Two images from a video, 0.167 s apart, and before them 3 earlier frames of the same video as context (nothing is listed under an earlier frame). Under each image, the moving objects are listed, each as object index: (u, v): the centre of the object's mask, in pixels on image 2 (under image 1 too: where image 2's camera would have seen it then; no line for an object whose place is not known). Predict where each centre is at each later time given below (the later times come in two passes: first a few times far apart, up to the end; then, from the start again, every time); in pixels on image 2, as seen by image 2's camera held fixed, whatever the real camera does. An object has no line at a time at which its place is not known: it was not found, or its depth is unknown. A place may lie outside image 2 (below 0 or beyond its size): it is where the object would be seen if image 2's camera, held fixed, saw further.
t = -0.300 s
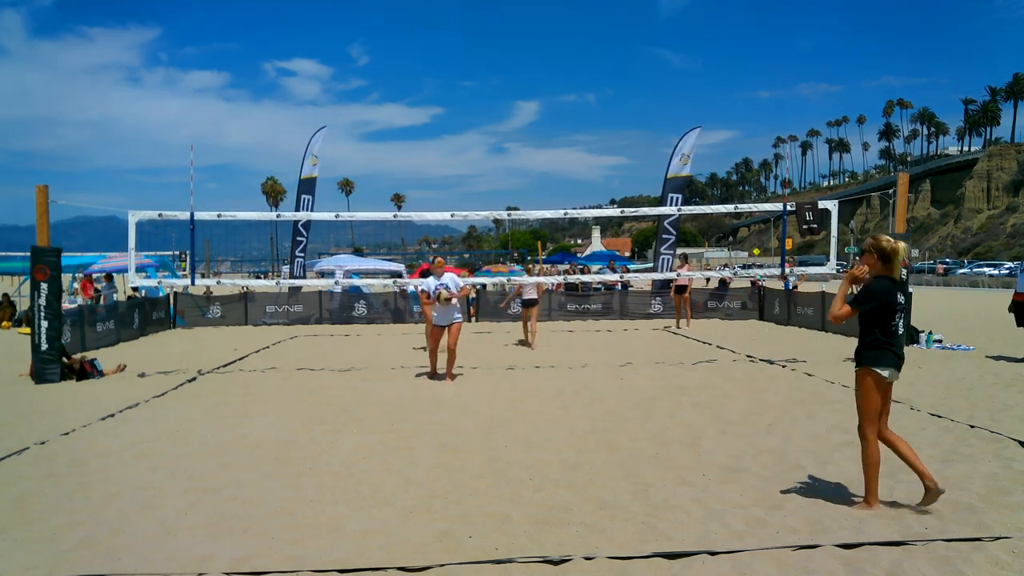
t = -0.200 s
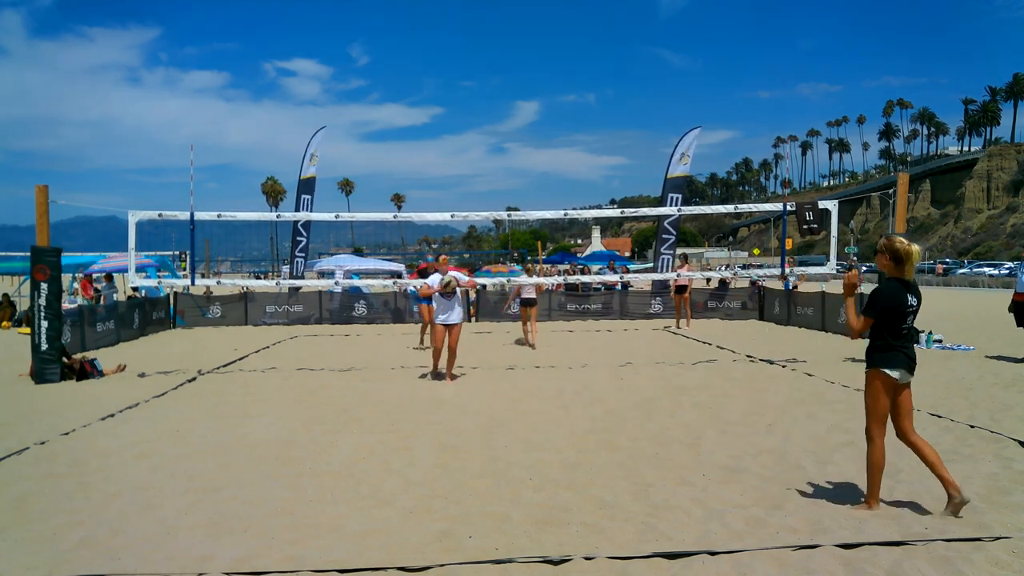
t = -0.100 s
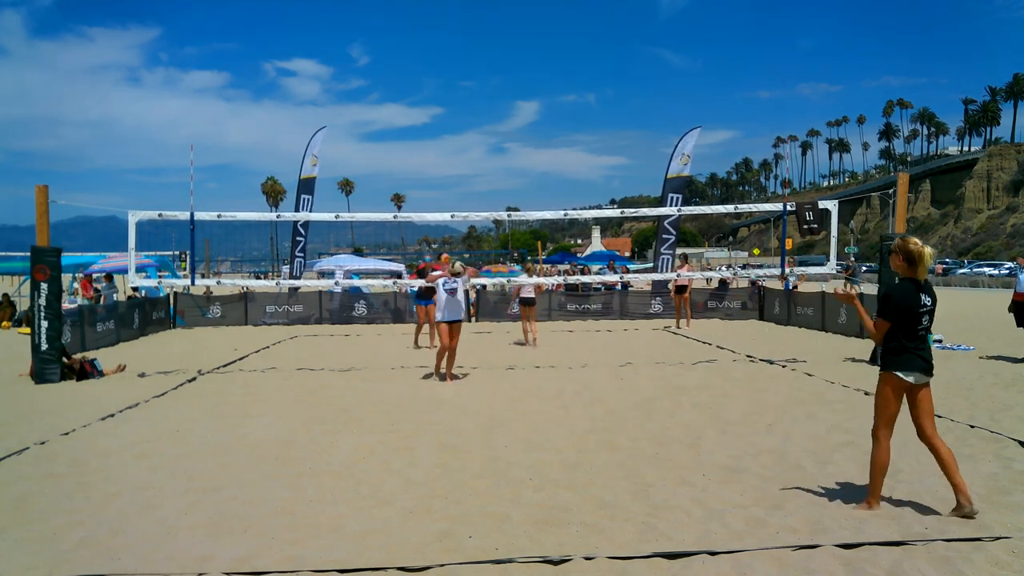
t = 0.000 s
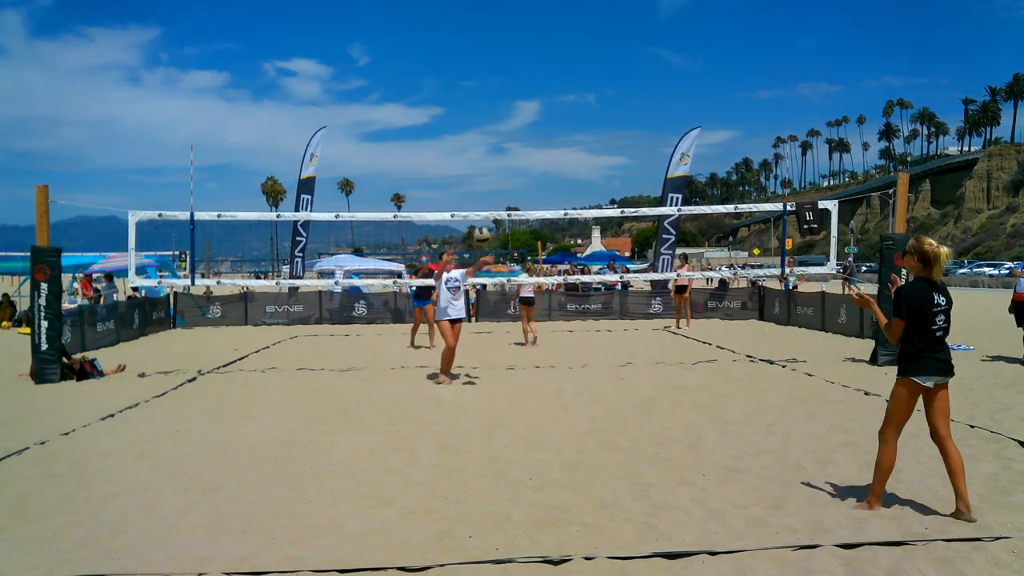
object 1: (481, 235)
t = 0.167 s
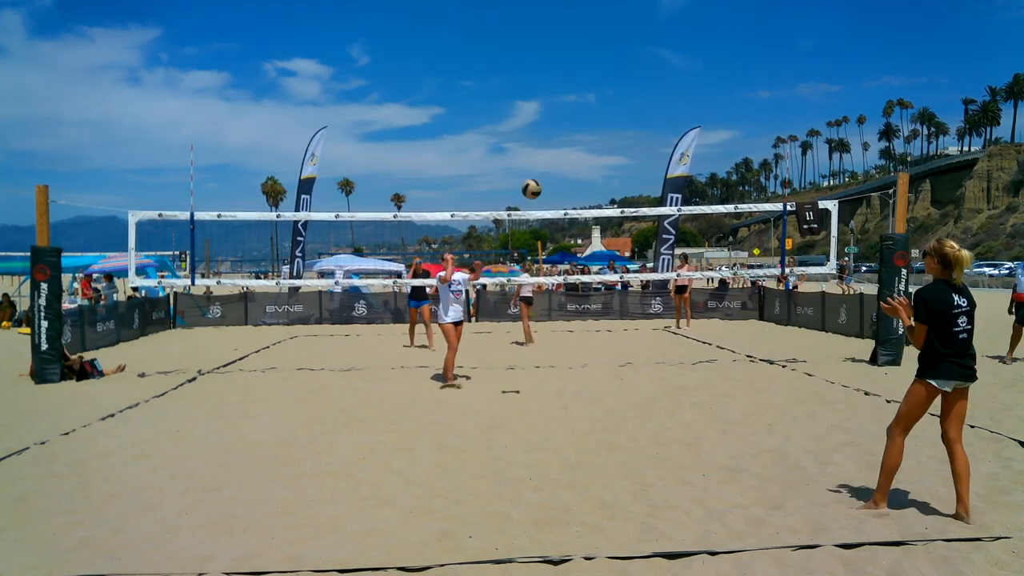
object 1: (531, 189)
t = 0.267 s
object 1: (566, 170)
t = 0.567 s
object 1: (700, 167)
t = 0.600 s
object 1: (718, 173)
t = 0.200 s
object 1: (543, 182)
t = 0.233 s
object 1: (554, 175)
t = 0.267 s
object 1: (566, 170)
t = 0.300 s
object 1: (578, 165)
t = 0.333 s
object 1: (592, 161)
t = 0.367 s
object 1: (605, 159)
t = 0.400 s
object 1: (619, 157)
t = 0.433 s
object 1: (634, 156)
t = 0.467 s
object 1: (650, 157)
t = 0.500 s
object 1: (665, 159)
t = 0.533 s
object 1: (682, 162)
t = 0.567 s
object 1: (700, 167)
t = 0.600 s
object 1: (718, 173)
